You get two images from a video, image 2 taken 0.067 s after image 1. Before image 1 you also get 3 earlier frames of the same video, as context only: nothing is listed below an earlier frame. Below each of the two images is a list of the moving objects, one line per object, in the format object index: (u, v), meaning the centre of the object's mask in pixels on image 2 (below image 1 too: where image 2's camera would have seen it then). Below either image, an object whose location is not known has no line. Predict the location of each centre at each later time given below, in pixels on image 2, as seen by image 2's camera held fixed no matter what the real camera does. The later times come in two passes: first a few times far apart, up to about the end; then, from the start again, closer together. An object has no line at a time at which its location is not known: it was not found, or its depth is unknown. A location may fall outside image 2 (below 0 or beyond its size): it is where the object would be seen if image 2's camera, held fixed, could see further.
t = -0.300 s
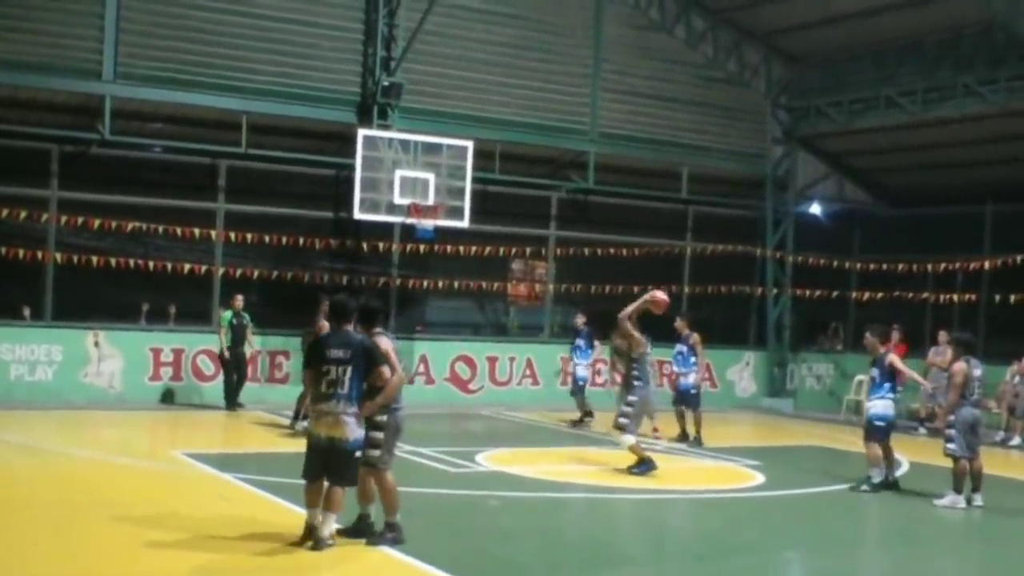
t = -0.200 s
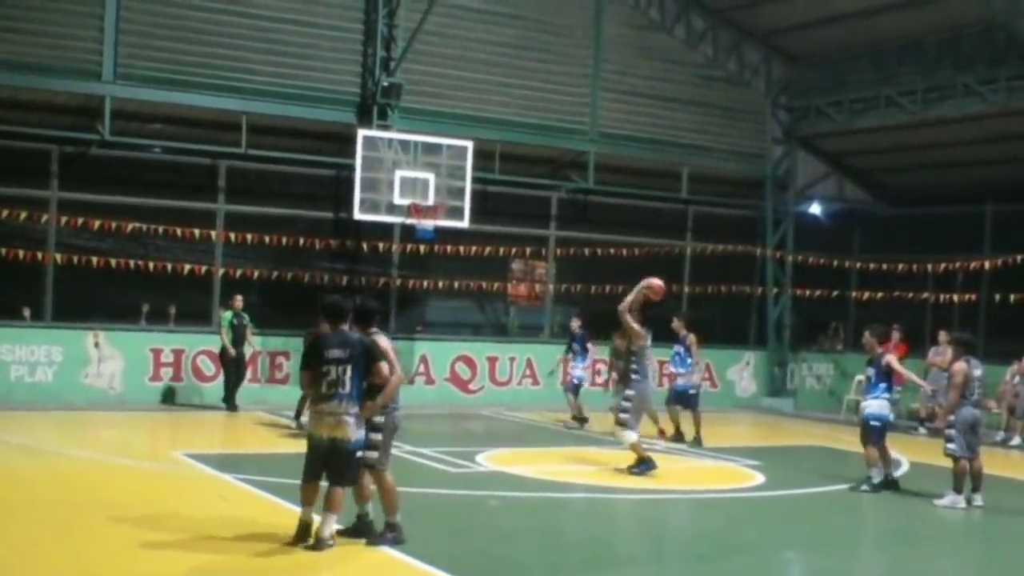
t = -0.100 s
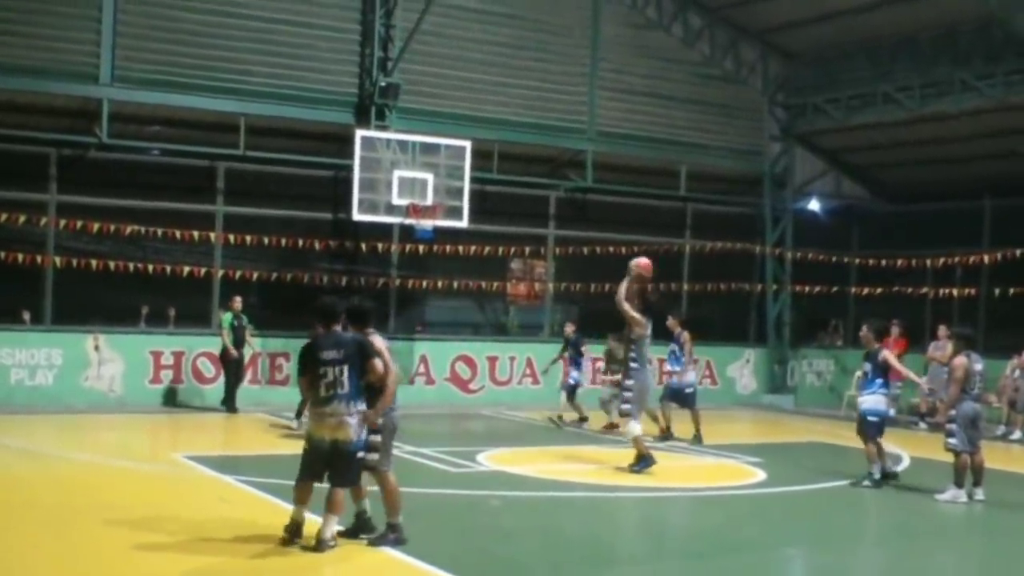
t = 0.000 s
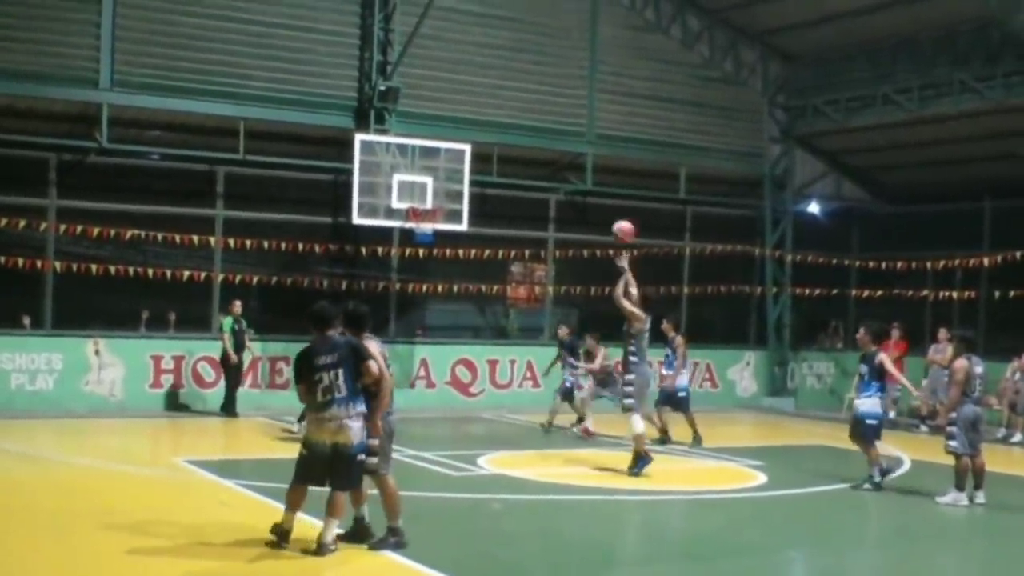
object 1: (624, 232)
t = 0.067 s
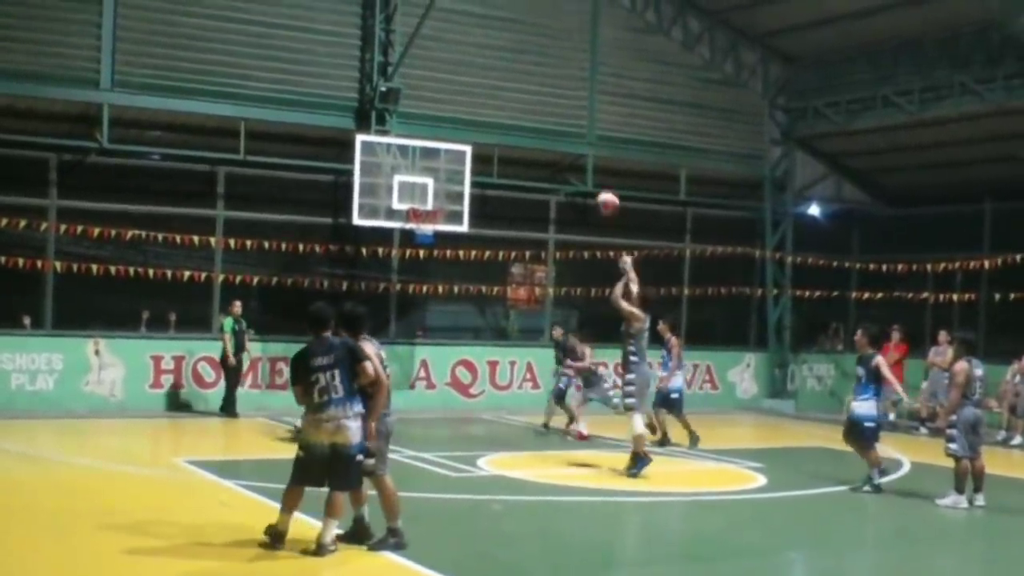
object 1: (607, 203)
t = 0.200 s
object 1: (578, 153)
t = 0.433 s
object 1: (530, 113)
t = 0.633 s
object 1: (490, 116)
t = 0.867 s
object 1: (452, 152)
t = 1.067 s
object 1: (421, 212)
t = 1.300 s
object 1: (439, 275)
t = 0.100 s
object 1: (600, 187)
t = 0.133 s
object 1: (593, 174)
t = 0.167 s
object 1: (585, 164)
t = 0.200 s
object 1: (578, 153)
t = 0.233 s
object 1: (571, 145)
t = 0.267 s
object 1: (563, 135)
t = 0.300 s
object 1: (556, 130)
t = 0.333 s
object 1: (550, 125)
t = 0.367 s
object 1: (543, 119)
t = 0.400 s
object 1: (535, 116)
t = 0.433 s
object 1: (530, 113)
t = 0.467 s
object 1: (522, 112)
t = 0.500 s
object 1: (516, 112)
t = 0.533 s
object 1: (509, 111)
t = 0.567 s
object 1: (504, 112)
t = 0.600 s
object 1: (497, 114)
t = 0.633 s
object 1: (490, 116)
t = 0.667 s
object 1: (485, 118)
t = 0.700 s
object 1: (479, 123)
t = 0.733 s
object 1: (473, 129)
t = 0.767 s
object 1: (468, 133)
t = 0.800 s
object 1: (461, 141)
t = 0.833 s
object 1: (456, 147)
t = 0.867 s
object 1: (452, 152)
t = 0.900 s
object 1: (444, 163)
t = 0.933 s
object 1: (441, 173)
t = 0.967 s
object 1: (434, 183)
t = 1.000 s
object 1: (429, 194)
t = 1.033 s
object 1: (422, 203)
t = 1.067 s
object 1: (421, 212)
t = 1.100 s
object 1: (425, 223)
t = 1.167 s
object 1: (431, 238)
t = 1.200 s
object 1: (433, 248)
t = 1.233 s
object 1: (435, 257)
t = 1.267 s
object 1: (437, 266)
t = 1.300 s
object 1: (439, 275)
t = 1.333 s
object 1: (440, 288)
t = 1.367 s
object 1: (443, 300)
